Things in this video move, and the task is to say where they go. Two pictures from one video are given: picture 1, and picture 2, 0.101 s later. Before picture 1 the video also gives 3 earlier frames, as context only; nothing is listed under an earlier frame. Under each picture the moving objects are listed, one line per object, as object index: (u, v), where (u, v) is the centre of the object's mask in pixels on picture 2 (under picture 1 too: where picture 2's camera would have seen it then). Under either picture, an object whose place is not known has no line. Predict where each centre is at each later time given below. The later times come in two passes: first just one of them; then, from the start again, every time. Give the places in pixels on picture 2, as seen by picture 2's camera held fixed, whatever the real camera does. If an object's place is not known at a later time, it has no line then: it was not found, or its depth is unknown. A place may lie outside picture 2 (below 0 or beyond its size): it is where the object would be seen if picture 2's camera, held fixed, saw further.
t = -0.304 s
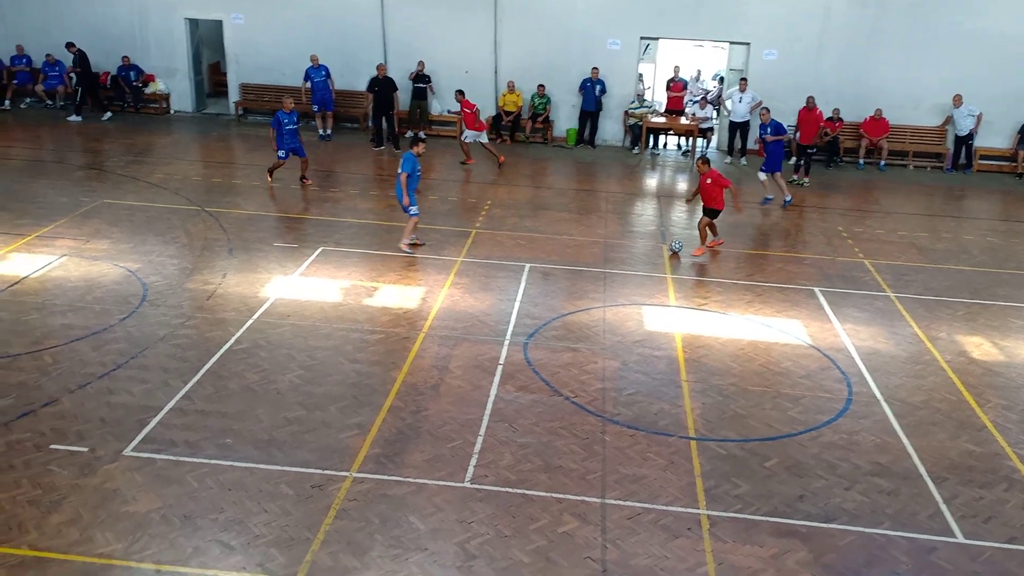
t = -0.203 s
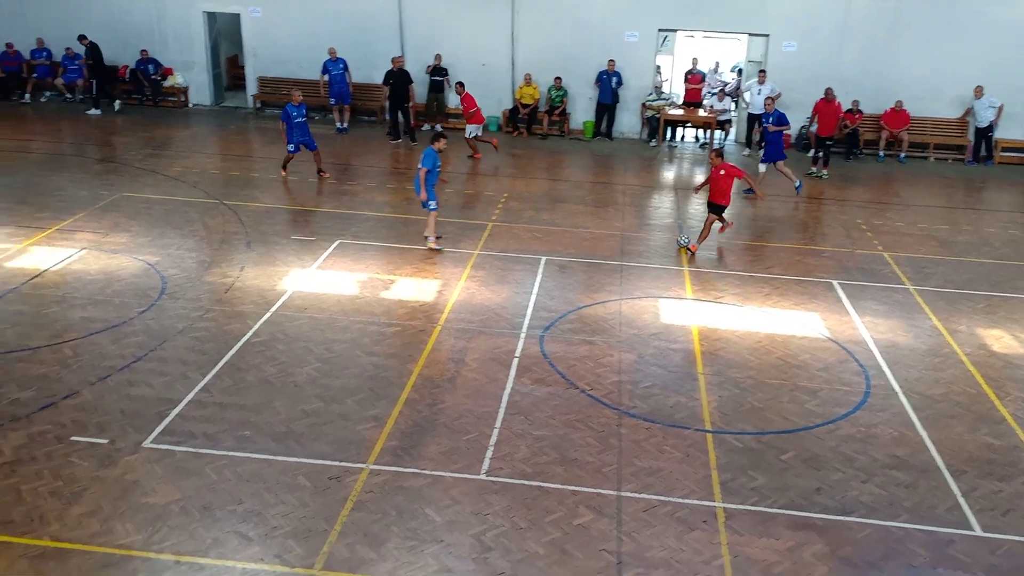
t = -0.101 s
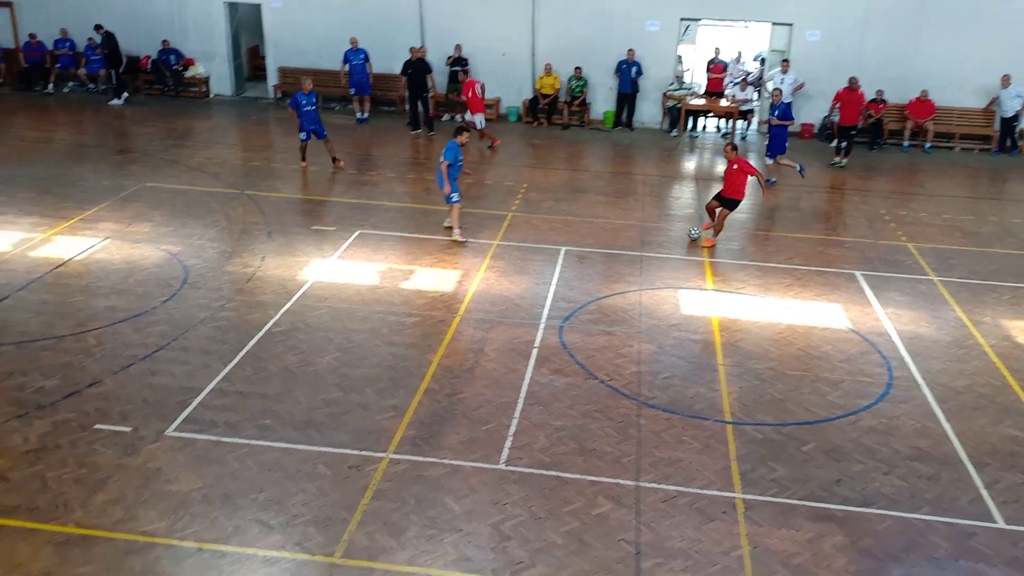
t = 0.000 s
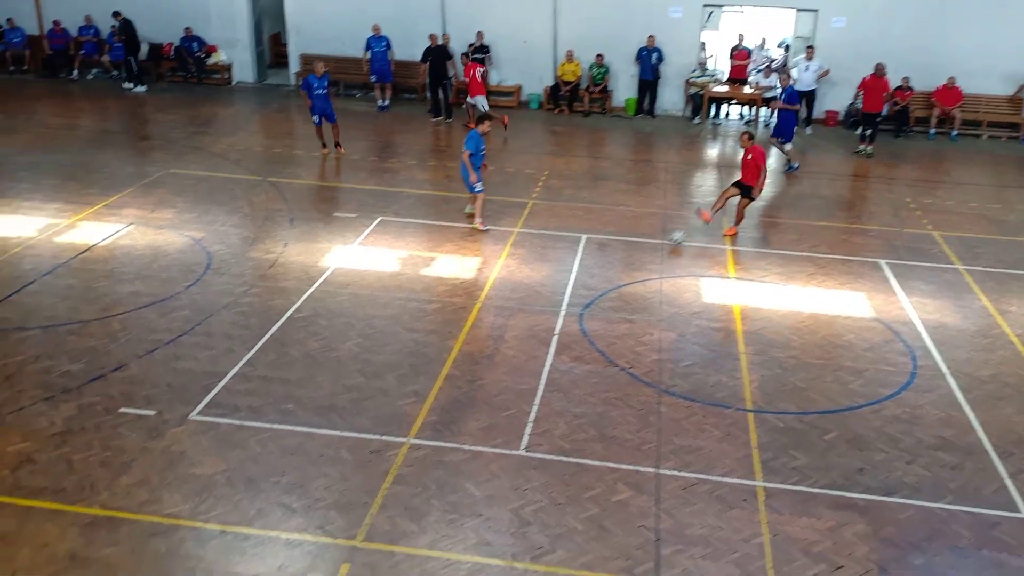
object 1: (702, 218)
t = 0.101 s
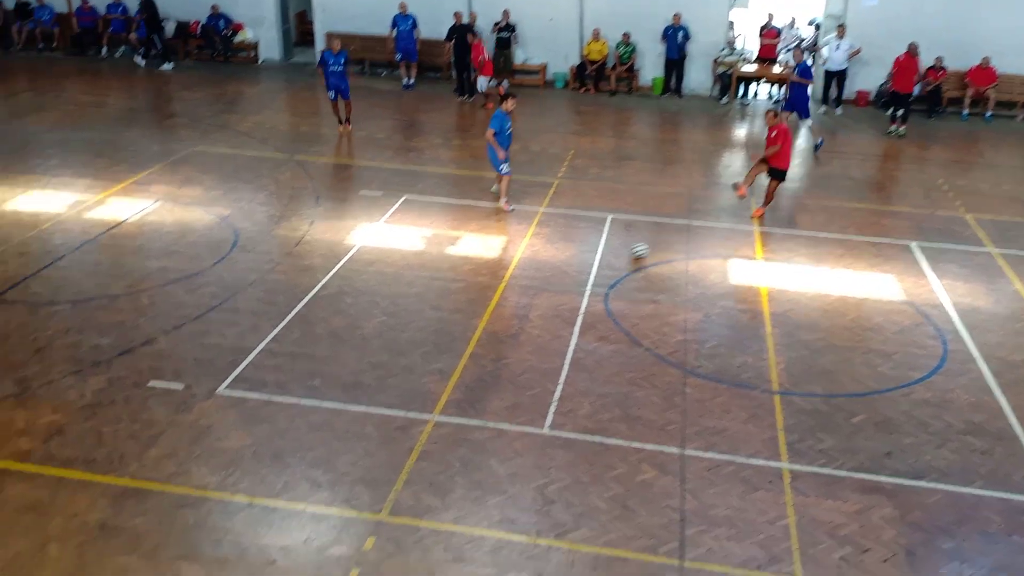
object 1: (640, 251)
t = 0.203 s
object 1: (566, 287)
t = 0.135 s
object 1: (615, 262)
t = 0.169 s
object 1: (592, 273)
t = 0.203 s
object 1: (566, 287)
